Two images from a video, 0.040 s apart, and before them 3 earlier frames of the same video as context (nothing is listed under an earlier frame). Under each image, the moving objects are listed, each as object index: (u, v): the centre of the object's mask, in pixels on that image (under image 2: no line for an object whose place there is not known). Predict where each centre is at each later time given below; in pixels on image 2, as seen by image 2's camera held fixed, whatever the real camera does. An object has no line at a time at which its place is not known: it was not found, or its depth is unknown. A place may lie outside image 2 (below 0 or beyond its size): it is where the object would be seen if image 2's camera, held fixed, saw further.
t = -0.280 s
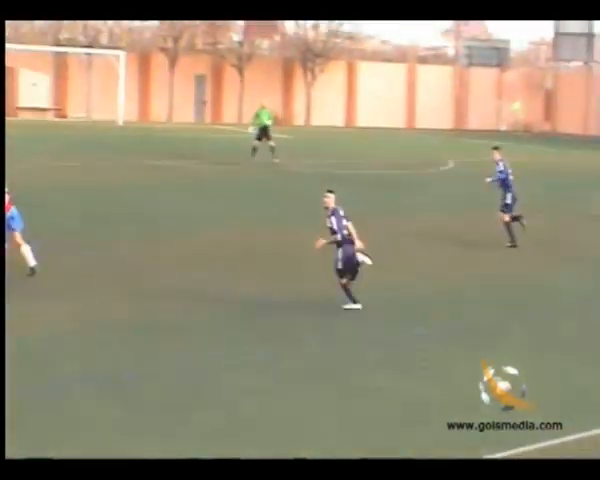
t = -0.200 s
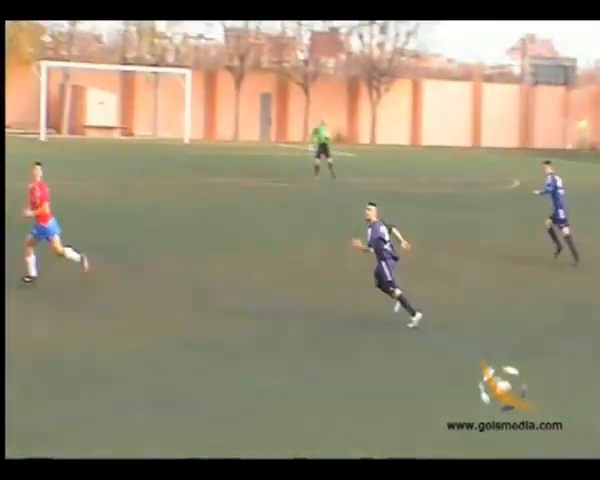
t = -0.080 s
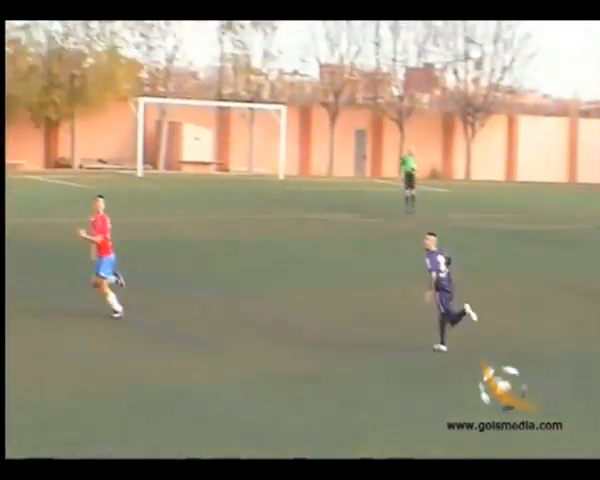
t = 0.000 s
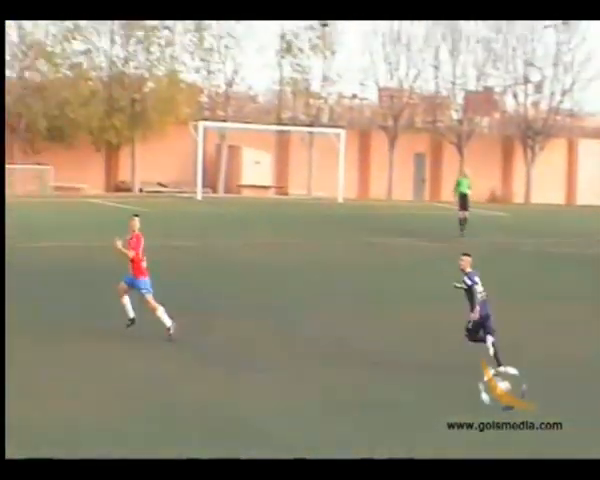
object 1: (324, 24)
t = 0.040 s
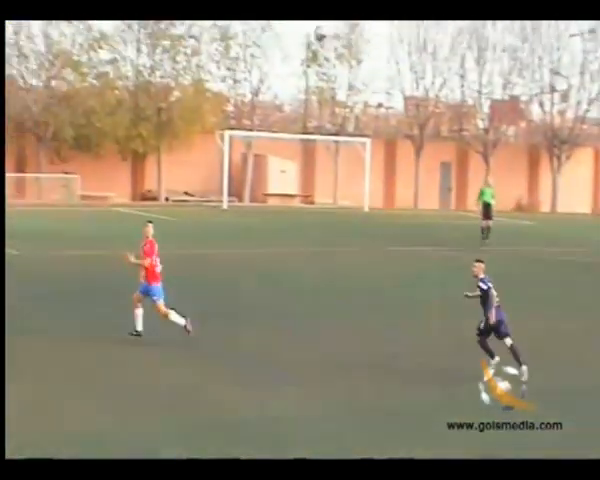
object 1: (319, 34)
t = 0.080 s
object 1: (290, 39)
